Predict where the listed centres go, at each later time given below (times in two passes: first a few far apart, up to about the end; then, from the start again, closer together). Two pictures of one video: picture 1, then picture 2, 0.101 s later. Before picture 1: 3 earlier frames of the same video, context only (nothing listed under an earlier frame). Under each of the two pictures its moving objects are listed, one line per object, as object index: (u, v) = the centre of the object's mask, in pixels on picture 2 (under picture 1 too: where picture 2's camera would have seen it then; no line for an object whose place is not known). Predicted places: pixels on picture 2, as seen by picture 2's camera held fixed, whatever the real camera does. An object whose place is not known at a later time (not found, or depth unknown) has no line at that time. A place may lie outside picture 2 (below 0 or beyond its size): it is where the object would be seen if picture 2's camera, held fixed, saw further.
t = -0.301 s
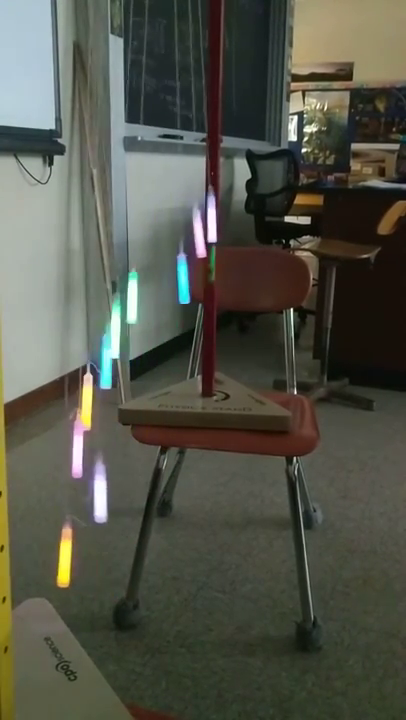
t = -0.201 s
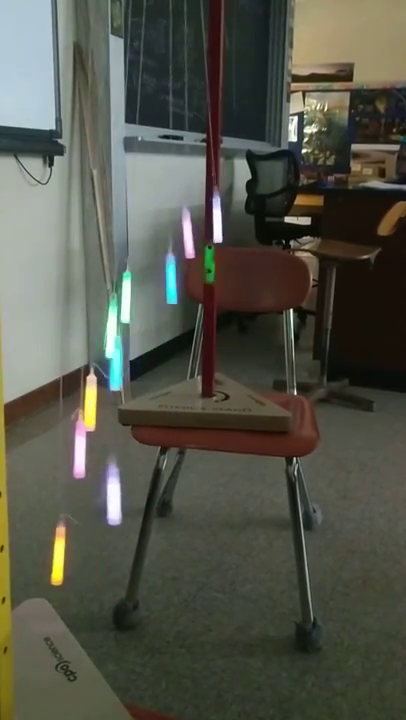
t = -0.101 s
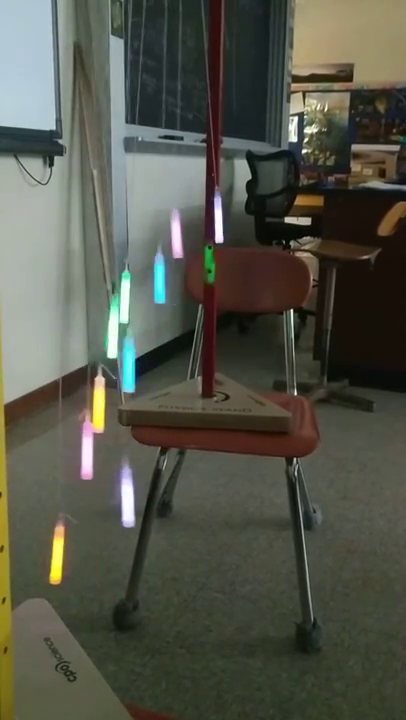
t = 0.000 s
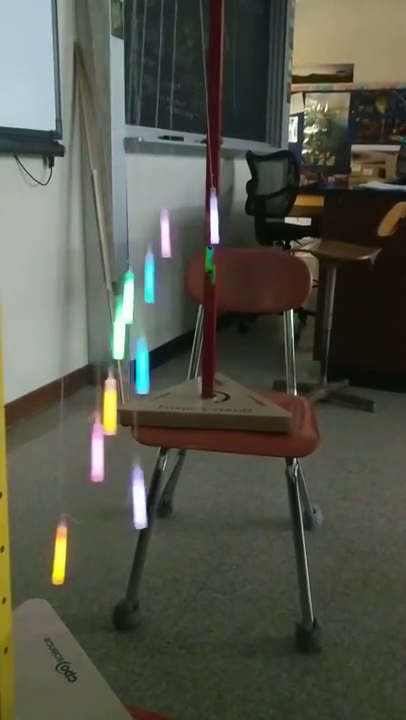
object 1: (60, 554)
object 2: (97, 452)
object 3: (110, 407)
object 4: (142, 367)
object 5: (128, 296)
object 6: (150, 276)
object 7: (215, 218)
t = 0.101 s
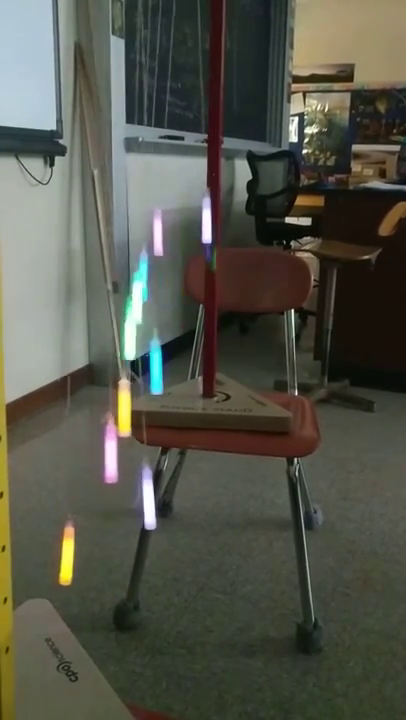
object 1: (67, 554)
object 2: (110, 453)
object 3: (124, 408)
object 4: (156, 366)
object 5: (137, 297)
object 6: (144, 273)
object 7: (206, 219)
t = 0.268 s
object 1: (85, 558)
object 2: (133, 456)
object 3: (146, 411)
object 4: (172, 366)
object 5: (157, 298)
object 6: (140, 275)
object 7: (187, 221)
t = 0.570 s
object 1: (124, 567)
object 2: (158, 458)
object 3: (168, 414)
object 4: (170, 363)
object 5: (190, 300)
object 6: (163, 275)
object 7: (161, 218)
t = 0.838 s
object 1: (146, 571)
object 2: (150, 460)
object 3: (154, 410)
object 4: (140, 367)
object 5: (192, 304)
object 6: (193, 272)
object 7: (170, 219)
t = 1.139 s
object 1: (134, 571)
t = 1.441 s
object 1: (97, 565)
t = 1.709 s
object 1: (68, 557)
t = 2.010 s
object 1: (62, 554)
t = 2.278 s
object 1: (86, 558)
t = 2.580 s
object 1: (124, 567)
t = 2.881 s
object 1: (144, 571)
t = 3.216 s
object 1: (126, 571)
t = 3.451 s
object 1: (96, 565)
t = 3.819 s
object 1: (62, 556)
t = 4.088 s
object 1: (68, 556)
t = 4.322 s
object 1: (91, 559)
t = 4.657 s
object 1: (131, 567)
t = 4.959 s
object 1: (142, 571)
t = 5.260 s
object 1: (120, 571)
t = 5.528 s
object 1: (87, 564)
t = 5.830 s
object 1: (63, 556)
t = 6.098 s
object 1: (68, 556)
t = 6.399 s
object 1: (100, 561)
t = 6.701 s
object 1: (131, 567)
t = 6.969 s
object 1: (140, 571)
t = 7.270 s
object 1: (118, 570)
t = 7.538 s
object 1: (87, 563)
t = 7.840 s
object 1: (64, 557)
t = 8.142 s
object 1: (72, 556)
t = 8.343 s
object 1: (93, 559)
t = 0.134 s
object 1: (70, 555)
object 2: (115, 454)
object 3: (129, 409)
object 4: (160, 365)
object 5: (141, 298)
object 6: (142, 266)
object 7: (203, 222)
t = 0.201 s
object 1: (77, 557)
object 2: (124, 455)
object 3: (138, 410)
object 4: (166, 366)
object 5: (148, 298)
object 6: (139, 280)
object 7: (195, 221)
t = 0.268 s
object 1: (85, 558)
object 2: (133, 456)
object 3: (146, 411)
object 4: (172, 366)
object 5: (157, 298)
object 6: (140, 275)
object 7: (187, 221)
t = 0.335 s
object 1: (93, 560)
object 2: (140, 452)
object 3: (154, 412)
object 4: (175, 366)
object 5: (165, 298)
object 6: (142, 275)
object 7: (179, 220)
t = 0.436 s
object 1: (107, 563)
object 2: (150, 454)
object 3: (163, 413)
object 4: (176, 367)
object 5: (177, 300)
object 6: (149, 275)
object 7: (169, 217)
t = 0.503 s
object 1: (116, 564)
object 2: (155, 457)
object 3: (166, 414)
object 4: (174, 369)
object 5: (184, 300)
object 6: (156, 275)
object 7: (167, 214)
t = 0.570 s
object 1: (124, 567)
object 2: (158, 458)
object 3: (168, 414)
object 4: (170, 363)
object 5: (190, 300)
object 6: (163, 275)
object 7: (161, 218)
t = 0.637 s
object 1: (131, 568)
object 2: (159, 458)
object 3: (167, 414)
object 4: (163, 362)
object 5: (193, 300)
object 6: (171, 276)
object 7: (160, 217)
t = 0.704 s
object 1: (138, 569)
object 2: (158, 459)
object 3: (165, 414)
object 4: (157, 363)
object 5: (195, 300)
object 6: (179, 275)
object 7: (162, 218)
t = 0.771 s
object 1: (143, 571)
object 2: (155, 459)
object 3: (160, 412)
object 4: (149, 365)
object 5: (195, 301)
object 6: (185, 275)
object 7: (165, 218)
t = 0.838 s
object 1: (146, 571)
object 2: (150, 460)
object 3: (154, 410)
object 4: (140, 367)
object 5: (192, 304)
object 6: (193, 272)
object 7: (170, 219)
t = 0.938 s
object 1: (146, 573)
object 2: (139, 460)
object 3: (142, 408)
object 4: (126, 366)
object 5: (184, 301)
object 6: (199, 280)
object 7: (181, 221)
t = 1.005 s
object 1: (144, 572)
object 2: (131, 459)
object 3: (132, 407)
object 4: (118, 365)
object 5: (177, 301)
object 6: (201, 279)
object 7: (189, 221)
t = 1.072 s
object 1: (140, 572)
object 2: (122, 458)
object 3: (123, 406)
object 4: (111, 363)
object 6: (201, 279)
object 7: (196, 221)
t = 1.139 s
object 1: (134, 571)
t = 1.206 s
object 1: (128, 570)
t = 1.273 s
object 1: (119, 570)
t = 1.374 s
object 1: (106, 567)
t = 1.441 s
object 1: (97, 565)
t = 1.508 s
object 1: (88, 563)
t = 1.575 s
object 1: (80, 561)
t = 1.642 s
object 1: (73, 558)
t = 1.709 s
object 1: (68, 557)
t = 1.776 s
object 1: (63, 555)
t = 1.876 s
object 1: (60, 555)
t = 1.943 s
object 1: (61, 554)
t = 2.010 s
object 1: (62, 554)
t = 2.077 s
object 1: (67, 553)
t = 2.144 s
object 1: (72, 555)
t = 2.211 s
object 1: (79, 557)
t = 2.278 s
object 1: (86, 558)
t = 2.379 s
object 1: (99, 561)
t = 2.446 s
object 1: (108, 563)
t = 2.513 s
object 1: (116, 565)
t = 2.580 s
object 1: (124, 567)
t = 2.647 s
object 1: (131, 567)
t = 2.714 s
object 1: (137, 569)
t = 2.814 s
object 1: (142, 571)
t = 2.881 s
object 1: (144, 571)
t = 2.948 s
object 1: (144, 572)
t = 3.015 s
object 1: (142, 571)
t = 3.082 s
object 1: (138, 572)
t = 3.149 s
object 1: (132, 572)
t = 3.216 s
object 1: (126, 571)
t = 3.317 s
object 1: (113, 569)
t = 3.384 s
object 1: (105, 567)
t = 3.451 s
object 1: (96, 565)
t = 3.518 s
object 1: (87, 564)
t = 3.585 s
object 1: (79, 562)
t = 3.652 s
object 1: (73, 560)
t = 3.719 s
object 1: (68, 558)
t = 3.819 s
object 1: (62, 556)
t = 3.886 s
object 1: (61, 555)
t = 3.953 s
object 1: (62, 554)
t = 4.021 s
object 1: (64, 555)
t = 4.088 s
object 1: (68, 556)
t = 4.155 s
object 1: (73, 556)
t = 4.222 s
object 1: (79, 558)
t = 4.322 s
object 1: (91, 559)
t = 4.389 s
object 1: (99, 562)
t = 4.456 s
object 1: (108, 563)
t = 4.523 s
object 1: (117, 565)
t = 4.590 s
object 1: (124, 566)
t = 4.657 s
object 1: (131, 567)
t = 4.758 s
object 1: (138, 568)
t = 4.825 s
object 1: (142, 569)
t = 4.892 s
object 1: (143, 570)
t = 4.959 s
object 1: (142, 571)
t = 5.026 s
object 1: (140, 571)
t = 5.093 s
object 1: (136, 572)
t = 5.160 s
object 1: (131, 571)
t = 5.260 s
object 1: (120, 571)
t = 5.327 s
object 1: (112, 569)
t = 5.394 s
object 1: (103, 568)
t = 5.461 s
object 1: (95, 566)
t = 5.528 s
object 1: (87, 564)
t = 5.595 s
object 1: (79, 563)
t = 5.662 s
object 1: (73, 561)
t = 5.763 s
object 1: (66, 559)
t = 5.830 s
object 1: (63, 556)
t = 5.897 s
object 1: (62, 556)
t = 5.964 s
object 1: (62, 555)
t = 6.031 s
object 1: (65, 555)
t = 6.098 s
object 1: (68, 556)
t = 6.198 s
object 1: (77, 558)
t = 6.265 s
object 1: (84, 558)
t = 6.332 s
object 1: (91, 560)
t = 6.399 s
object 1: (100, 561)
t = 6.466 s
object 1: (108, 563)
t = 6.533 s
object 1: (115, 564)
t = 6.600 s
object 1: (122, 564)
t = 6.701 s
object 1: (131, 567)
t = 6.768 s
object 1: (136, 569)
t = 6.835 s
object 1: (139, 569)
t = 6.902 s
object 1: (140, 570)
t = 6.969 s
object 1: (140, 571)
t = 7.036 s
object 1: (138, 571)
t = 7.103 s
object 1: (134, 571)
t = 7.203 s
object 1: (126, 570)
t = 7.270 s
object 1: (118, 570)
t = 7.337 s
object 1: (110, 568)
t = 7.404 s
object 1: (103, 567)
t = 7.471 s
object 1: (94, 565)
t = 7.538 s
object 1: (87, 563)
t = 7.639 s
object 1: (76, 562)
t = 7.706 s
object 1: (71, 560)
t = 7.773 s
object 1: (67, 559)
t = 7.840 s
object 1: (64, 557)
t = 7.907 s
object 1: (63, 557)
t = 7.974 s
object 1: (64, 555)
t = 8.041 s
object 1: (67, 556)
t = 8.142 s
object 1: (72, 556)
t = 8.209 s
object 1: (78, 557)
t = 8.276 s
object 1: (85, 558)
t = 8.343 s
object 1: (93, 559)
